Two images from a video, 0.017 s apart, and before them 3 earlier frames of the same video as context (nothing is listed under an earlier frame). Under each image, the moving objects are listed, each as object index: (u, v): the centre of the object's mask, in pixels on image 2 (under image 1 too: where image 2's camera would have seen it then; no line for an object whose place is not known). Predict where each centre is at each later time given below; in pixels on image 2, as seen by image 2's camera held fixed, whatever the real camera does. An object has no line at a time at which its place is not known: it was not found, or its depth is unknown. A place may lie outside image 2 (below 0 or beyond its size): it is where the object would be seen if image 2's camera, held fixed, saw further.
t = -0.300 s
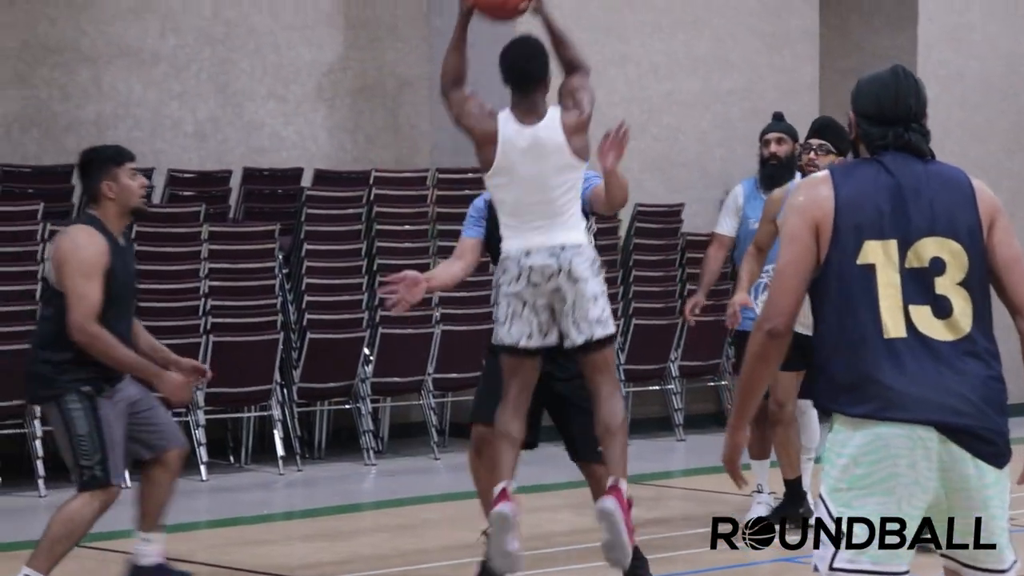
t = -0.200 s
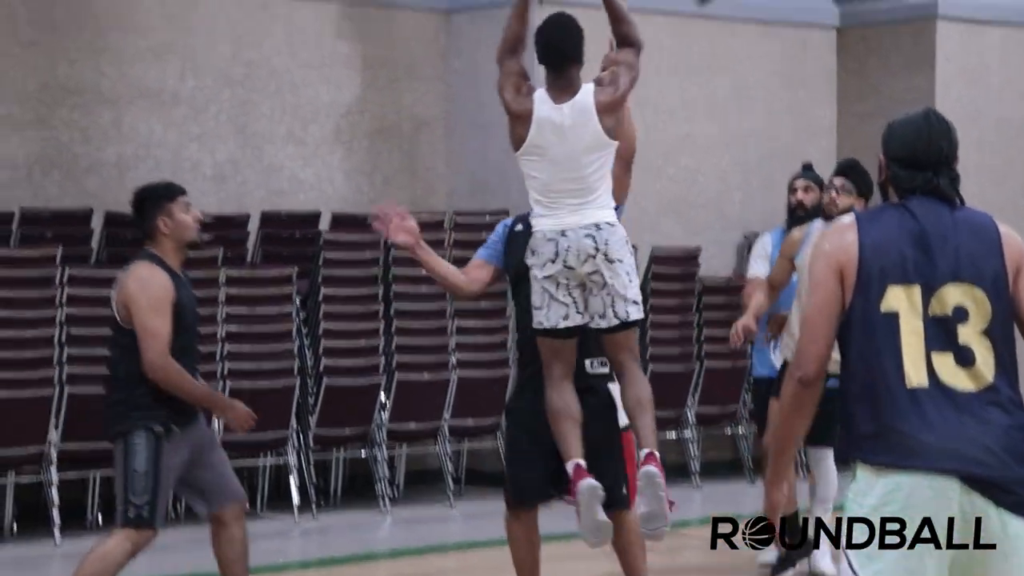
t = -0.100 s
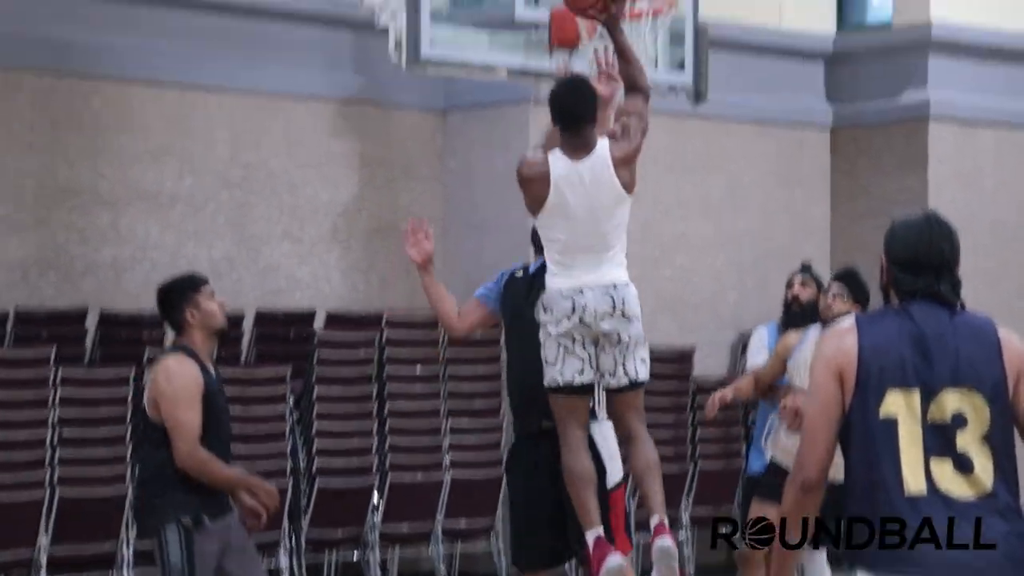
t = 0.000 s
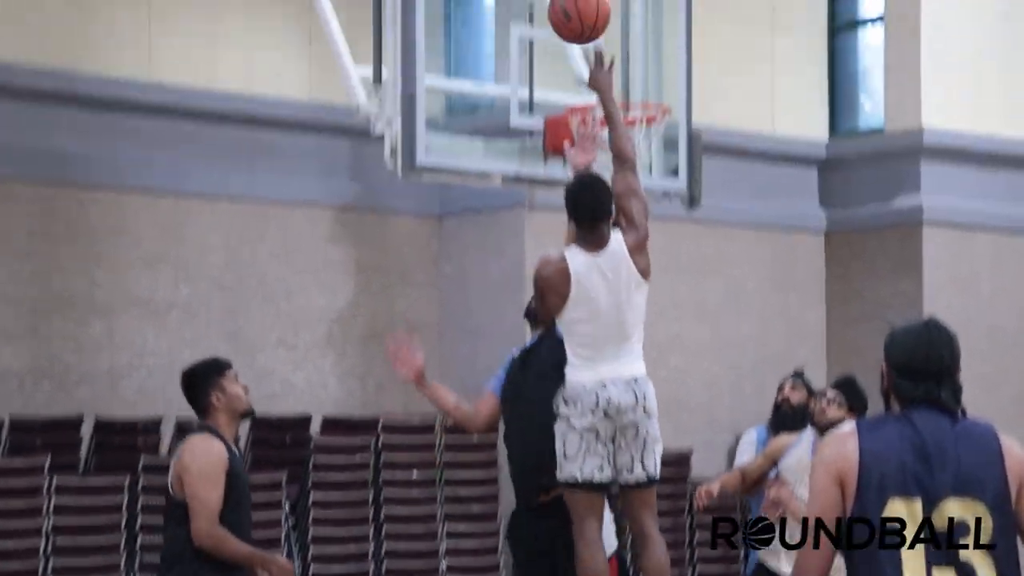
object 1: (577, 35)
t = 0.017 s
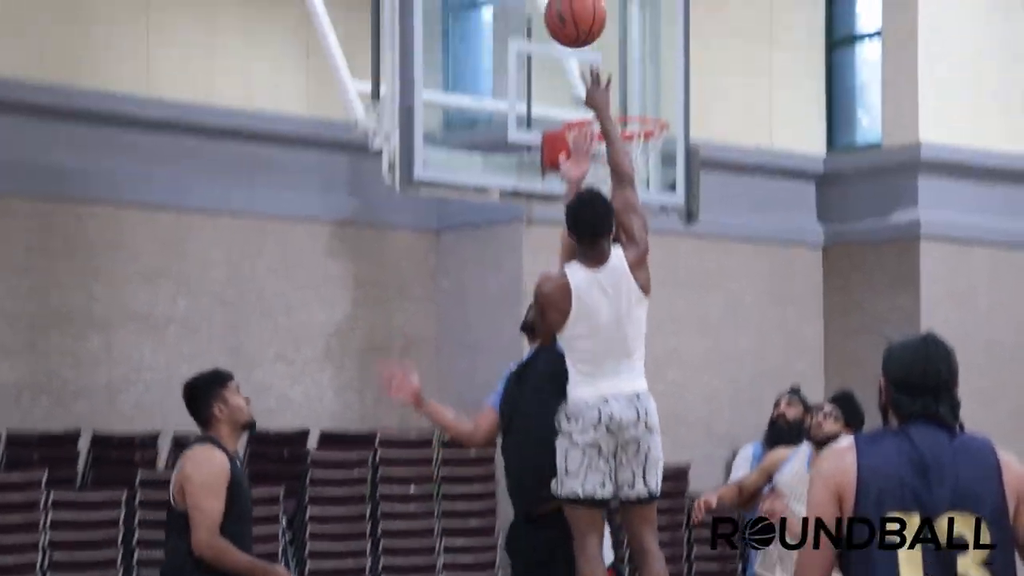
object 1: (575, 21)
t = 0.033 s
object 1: (573, 9)
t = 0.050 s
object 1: (572, -3)
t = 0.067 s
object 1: (570, -13)
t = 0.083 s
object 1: (569, -21)
